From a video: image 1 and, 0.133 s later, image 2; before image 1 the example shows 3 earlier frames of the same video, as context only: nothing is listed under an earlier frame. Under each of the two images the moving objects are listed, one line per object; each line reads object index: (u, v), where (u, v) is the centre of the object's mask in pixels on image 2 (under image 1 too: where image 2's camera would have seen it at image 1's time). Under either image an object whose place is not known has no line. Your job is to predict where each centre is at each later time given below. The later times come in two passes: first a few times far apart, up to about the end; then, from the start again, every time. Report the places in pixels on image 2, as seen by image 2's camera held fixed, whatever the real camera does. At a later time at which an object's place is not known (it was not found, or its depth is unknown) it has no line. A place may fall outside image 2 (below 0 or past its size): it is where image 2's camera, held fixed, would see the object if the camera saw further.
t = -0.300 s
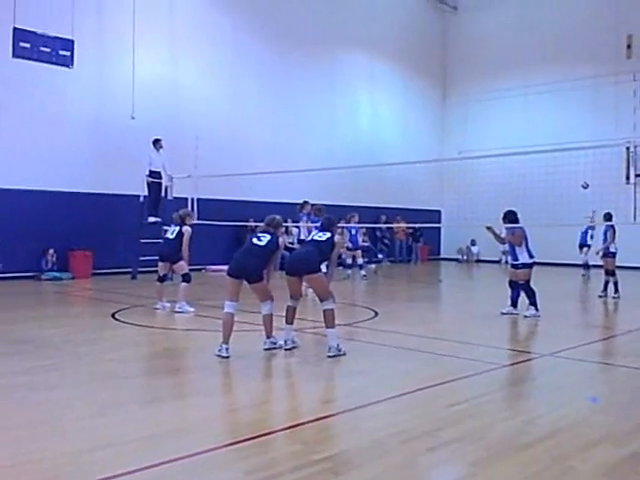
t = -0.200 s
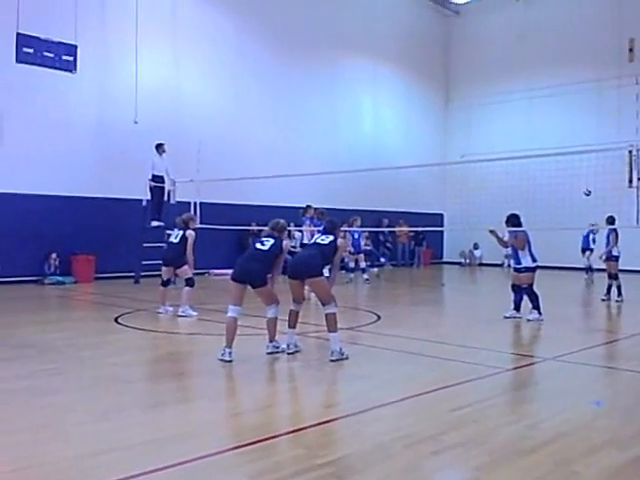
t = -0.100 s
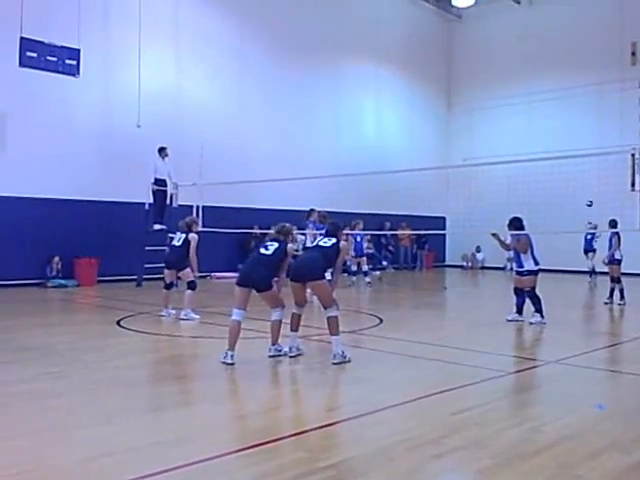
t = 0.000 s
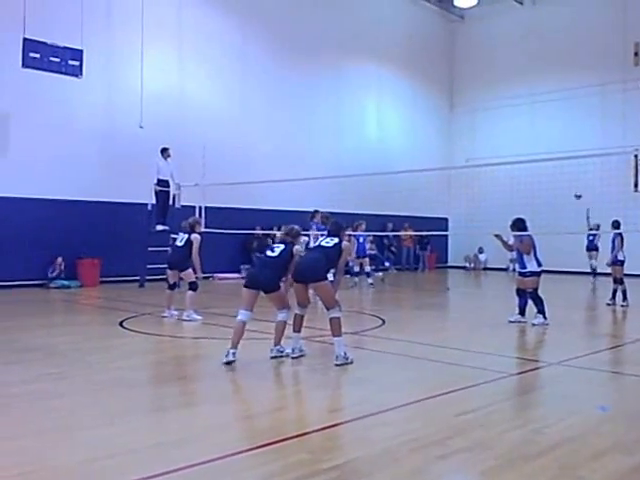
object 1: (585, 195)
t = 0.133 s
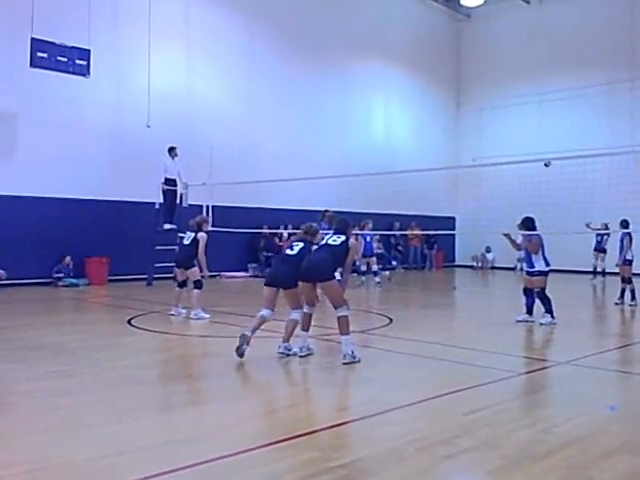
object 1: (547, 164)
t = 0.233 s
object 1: (515, 142)
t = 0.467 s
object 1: (430, 106)
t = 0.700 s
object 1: (324, 90)
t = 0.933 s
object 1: (186, 107)
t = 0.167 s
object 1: (536, 157)
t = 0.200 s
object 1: (526, 149)
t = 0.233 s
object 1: (515, 142)
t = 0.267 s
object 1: (504, 136)
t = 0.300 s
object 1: (493, 130)
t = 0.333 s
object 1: (481, 124)
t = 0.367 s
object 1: (468, 118)
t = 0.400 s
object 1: (456, 114)
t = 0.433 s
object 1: (443, 109)
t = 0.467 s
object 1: (430, 106)
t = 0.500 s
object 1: (416, 102)
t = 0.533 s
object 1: (402, 99)
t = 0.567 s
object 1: (388, 96)
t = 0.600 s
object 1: (372, 94)
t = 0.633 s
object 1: (357, 92)
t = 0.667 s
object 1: (341, 91)
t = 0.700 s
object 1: (324, 90)
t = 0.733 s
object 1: (307, 90)
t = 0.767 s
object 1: (288, 91)
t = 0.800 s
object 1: (270, 92)
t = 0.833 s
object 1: (250, 94)
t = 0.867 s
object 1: (229, 97)
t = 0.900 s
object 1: (208, 102)
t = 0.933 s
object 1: (186, 107)
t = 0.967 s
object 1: (163, 113)
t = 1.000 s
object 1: (141, 120)
